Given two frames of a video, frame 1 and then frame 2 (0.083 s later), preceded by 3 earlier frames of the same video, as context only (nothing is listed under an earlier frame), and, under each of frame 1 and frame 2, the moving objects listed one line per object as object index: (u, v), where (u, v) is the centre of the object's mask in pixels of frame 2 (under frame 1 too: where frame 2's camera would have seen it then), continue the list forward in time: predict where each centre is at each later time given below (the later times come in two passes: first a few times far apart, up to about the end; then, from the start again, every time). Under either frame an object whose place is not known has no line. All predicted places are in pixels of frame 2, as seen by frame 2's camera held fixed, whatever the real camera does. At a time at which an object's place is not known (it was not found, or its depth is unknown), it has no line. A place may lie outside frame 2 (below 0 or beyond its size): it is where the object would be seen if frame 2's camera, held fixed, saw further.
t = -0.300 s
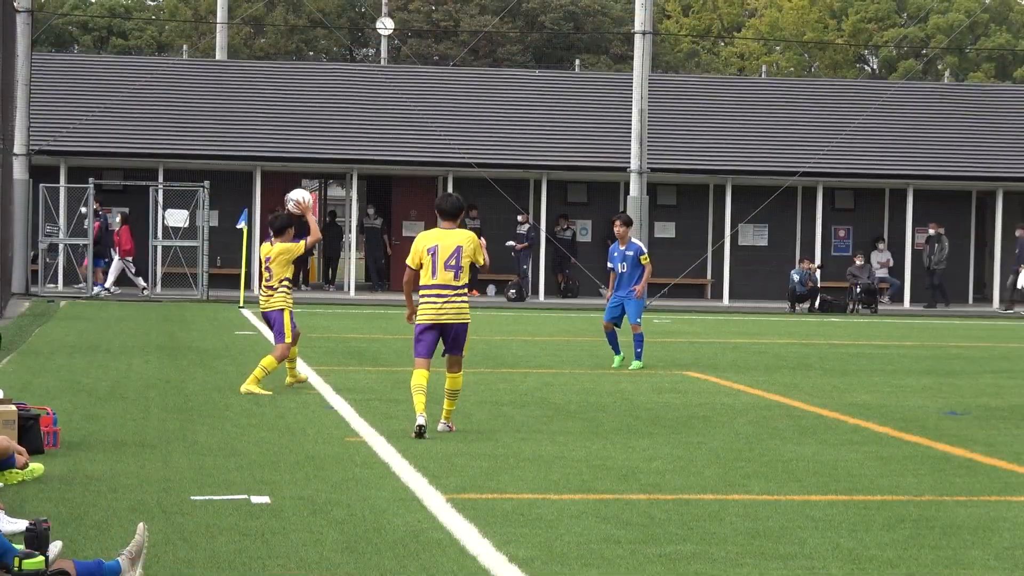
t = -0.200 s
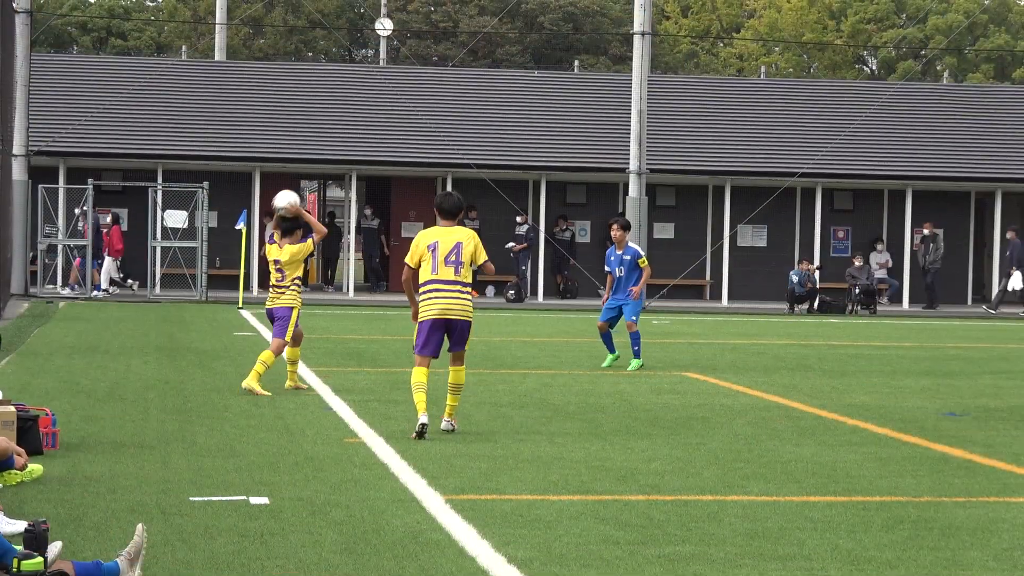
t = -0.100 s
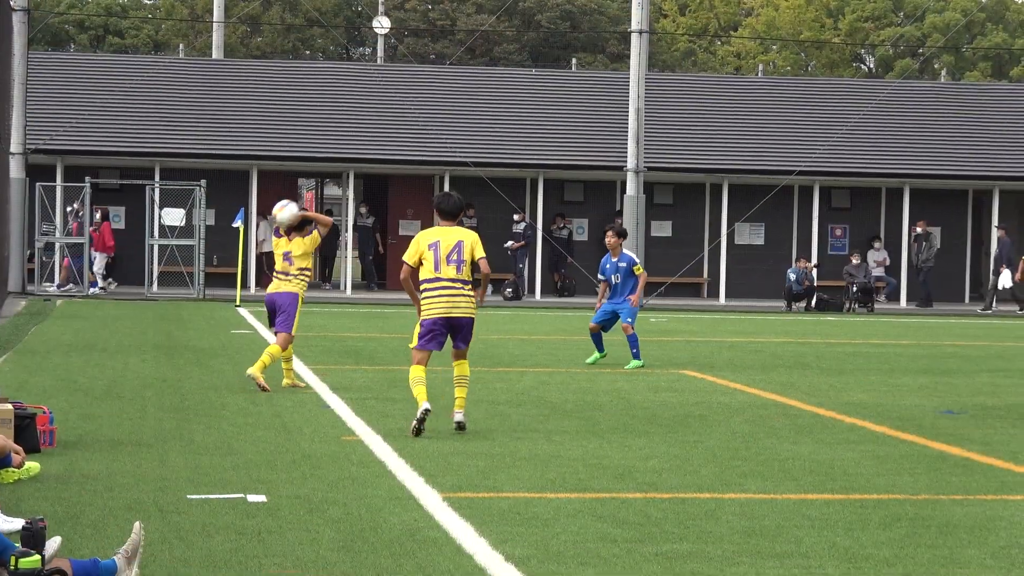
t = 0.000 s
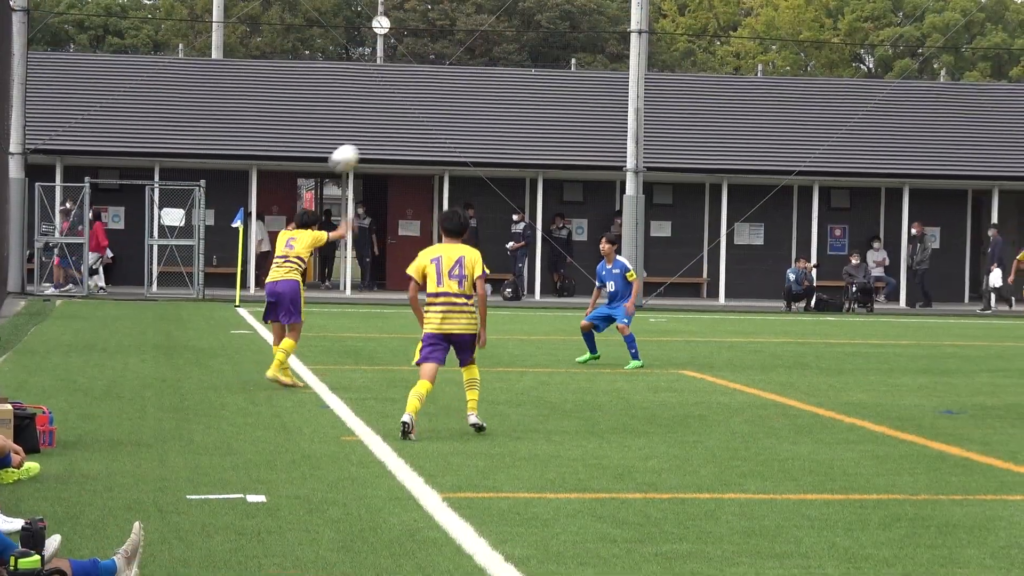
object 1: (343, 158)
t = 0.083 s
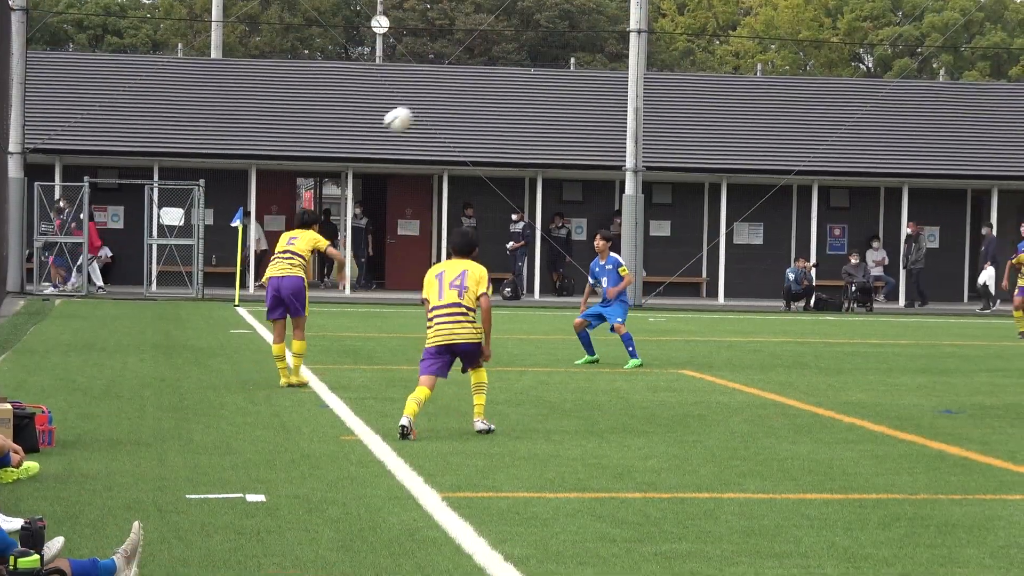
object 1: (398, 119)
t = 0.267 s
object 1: (505, 73)
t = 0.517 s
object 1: (622, 78)
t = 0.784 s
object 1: (719, 145)
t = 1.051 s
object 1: (792, 263)
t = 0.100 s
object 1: (409, 113)
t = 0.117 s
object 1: (420, 107)
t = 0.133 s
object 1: (429, 102)
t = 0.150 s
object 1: (439, 97)
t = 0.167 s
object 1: (449, 93)
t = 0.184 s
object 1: (458, 89)
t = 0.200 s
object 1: (468, 85)
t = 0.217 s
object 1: (477, 82)
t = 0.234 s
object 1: (486, 79)
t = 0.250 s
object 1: (496, 76)
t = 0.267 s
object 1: (505, 73)
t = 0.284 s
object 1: (514, 71)
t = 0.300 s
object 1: (522, 70)
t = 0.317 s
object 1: (531, 69)
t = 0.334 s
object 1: (539, 67)
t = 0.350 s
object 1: (547, 67)
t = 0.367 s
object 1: (555, 68)
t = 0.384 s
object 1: (563, 67)
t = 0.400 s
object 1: (571, 67)
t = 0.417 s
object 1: (579, 68)
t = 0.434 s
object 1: (586, 69)
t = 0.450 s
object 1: (594, 70)
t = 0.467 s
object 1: (601, 72)
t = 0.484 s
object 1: (609, 73)
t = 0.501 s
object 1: (616, 75)
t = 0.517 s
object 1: (622, 78)
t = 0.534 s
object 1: (629, 80)
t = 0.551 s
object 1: (636, 83)
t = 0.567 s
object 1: (642, 85)
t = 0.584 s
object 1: (649, 89)
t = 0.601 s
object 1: (655, 92)
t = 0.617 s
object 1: (662, 96)
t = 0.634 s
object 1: (668, 100)
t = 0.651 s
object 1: (674, 104)
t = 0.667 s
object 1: (680, 108)
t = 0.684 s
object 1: (686, 112)
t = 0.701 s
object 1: (692, 117)
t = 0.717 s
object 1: (698, 123)
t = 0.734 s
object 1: (703, 128)
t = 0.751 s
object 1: (708, 133)
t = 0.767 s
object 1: (714, 139)
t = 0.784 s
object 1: (719, 145)
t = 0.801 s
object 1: (724, 151)
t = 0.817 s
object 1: (729, 157)
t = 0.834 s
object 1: (734, 164)
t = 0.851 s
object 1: (739, 170)
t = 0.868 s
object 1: (744, 177)
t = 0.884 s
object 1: (749, 185)
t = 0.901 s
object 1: (753, 192)
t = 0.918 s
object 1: (758, 199)
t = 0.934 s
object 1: (762, 206)
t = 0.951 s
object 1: (767, 214)
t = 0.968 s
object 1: (771, 221)
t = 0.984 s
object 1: (775, 230)
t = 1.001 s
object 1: (779, 237)
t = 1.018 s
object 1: (783, 246)
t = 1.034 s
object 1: (787, 254)
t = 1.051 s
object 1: (792, 263)
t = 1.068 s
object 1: (796, 271)
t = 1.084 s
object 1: (799, 281)
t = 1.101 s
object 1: (804, 289)
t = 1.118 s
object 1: (807, 298)
